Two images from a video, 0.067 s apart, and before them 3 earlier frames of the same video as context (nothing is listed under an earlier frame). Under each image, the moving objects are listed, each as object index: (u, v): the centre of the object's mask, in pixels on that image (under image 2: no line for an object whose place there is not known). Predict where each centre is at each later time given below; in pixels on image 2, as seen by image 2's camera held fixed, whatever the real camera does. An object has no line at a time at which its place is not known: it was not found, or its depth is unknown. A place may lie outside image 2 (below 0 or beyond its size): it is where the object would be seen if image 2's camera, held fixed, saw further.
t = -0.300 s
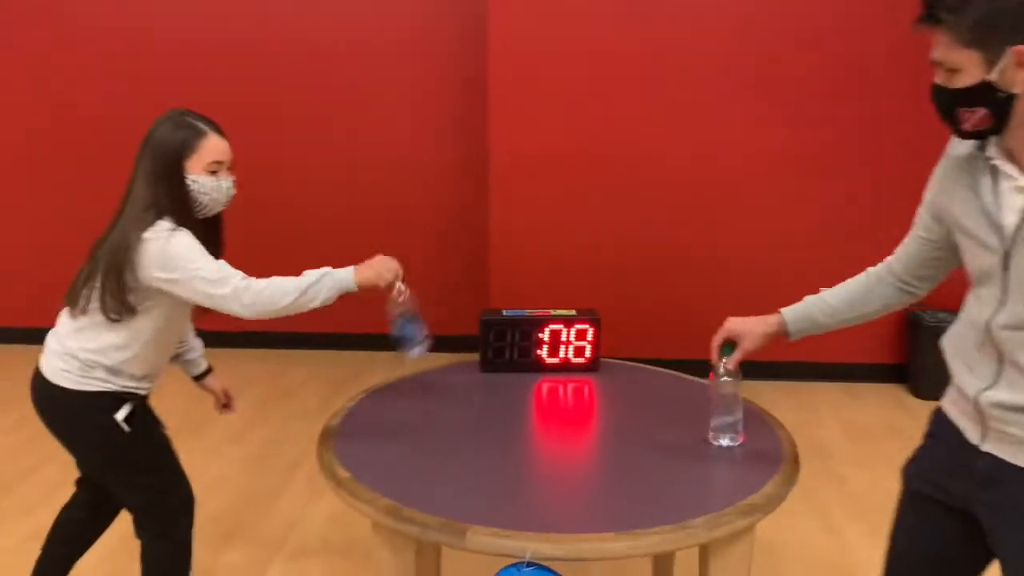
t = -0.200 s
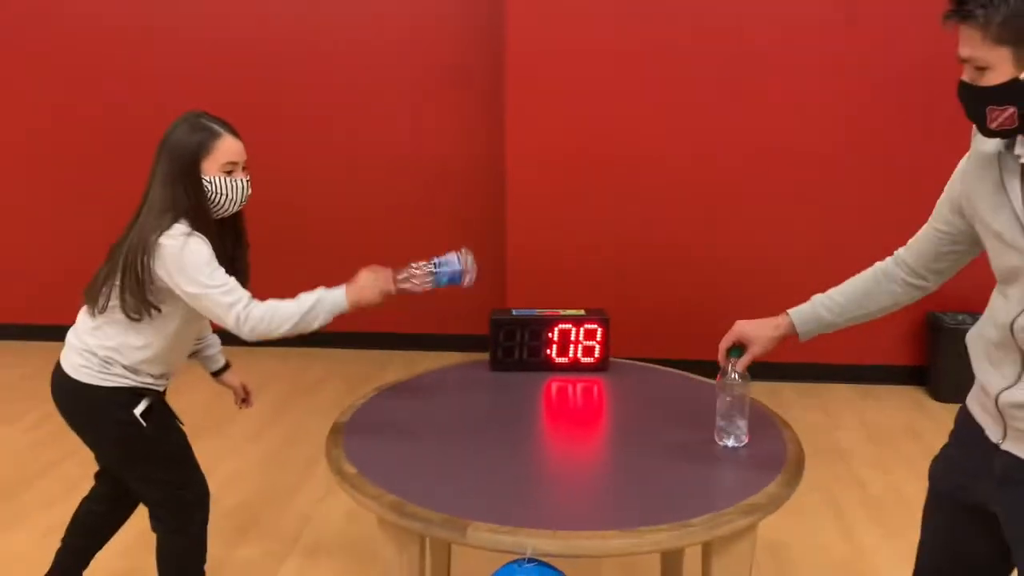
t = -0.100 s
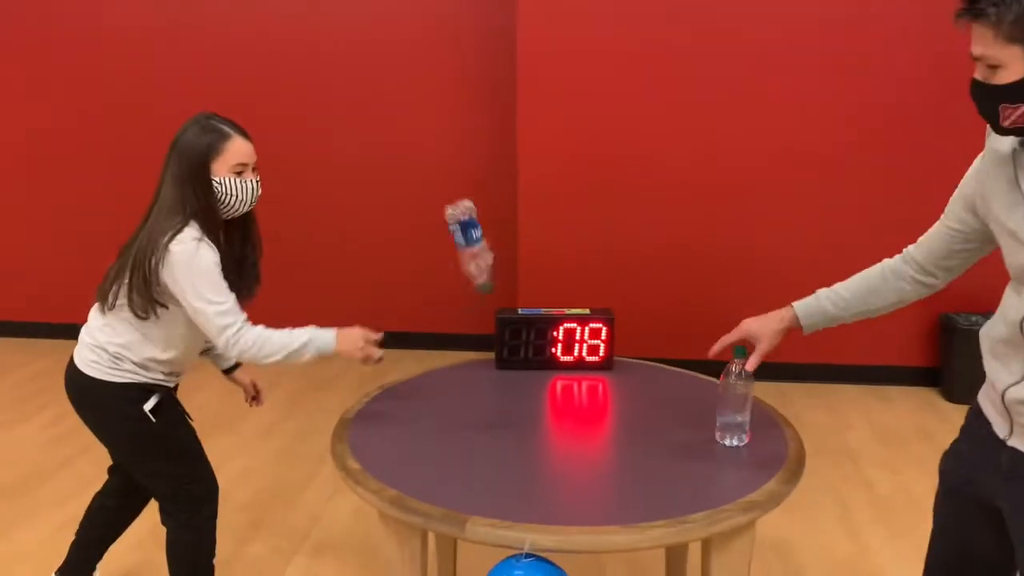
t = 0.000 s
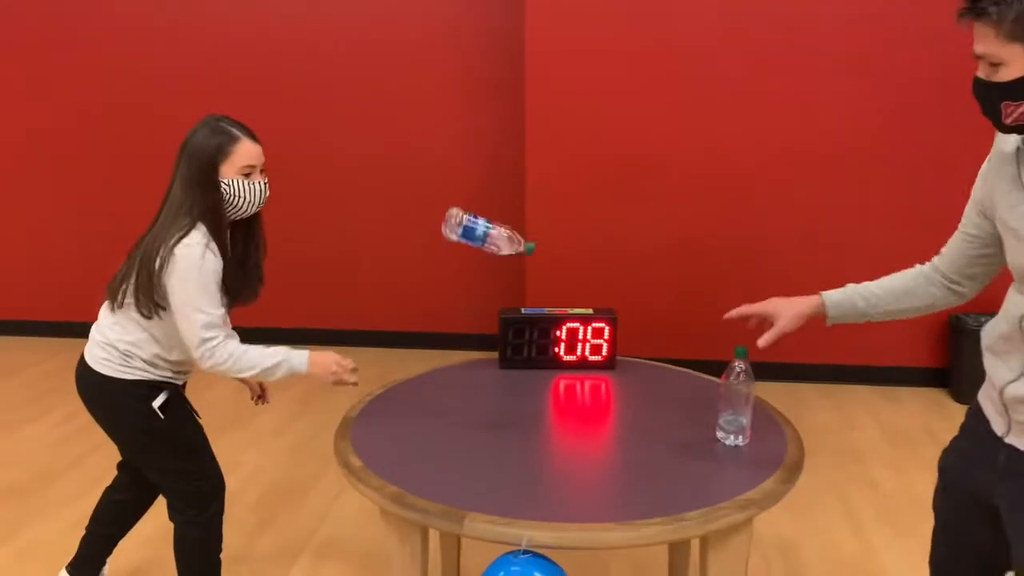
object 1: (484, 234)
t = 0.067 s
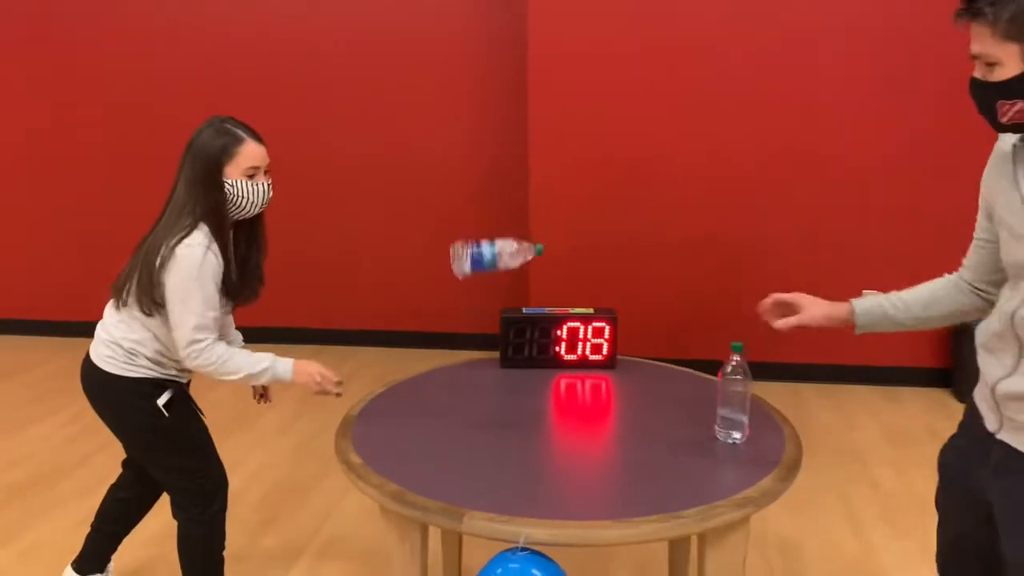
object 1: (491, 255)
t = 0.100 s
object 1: (495, 273)
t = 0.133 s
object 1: (498, 295)
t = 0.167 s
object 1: (503, 320)
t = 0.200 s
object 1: (506, 352)
